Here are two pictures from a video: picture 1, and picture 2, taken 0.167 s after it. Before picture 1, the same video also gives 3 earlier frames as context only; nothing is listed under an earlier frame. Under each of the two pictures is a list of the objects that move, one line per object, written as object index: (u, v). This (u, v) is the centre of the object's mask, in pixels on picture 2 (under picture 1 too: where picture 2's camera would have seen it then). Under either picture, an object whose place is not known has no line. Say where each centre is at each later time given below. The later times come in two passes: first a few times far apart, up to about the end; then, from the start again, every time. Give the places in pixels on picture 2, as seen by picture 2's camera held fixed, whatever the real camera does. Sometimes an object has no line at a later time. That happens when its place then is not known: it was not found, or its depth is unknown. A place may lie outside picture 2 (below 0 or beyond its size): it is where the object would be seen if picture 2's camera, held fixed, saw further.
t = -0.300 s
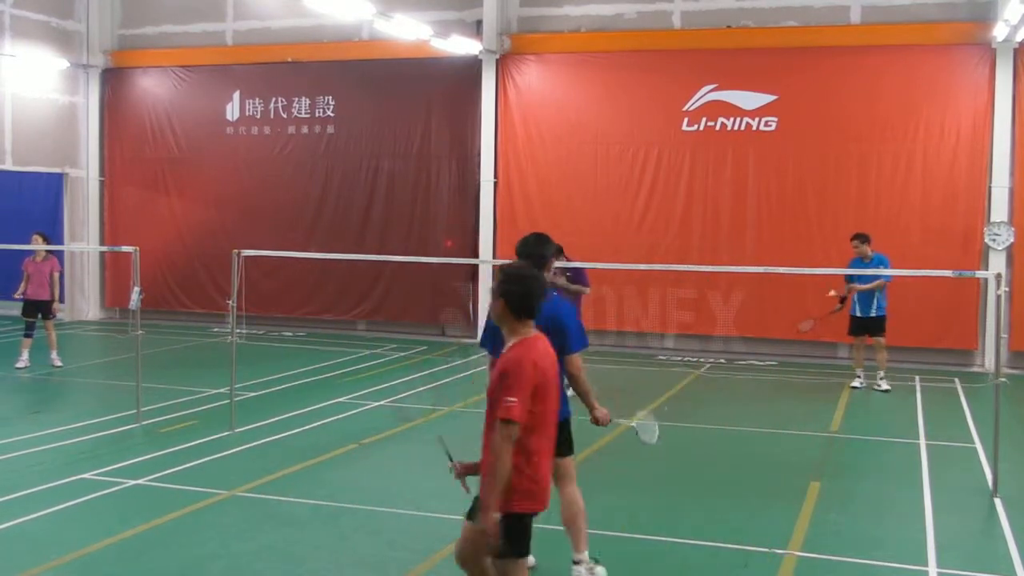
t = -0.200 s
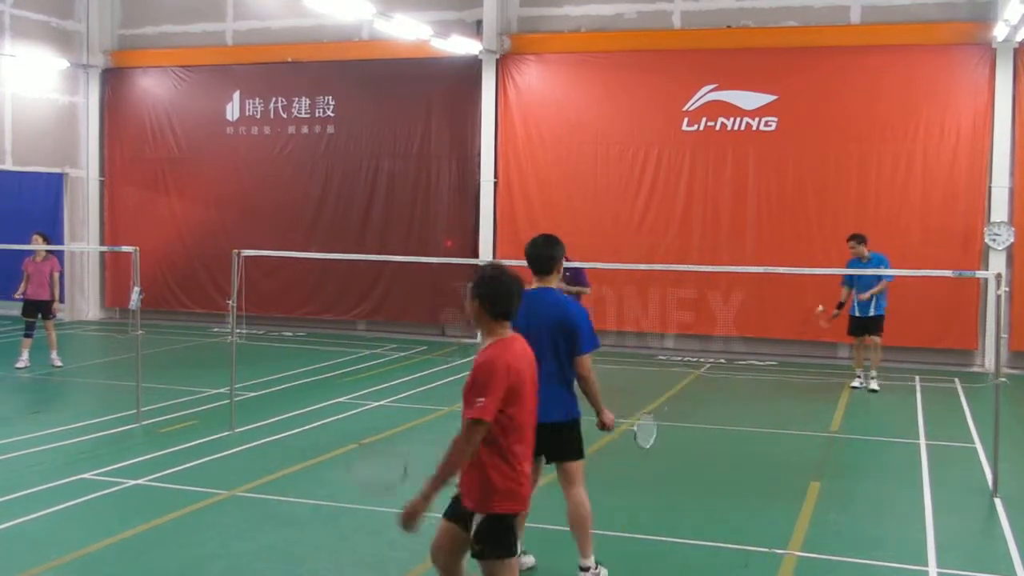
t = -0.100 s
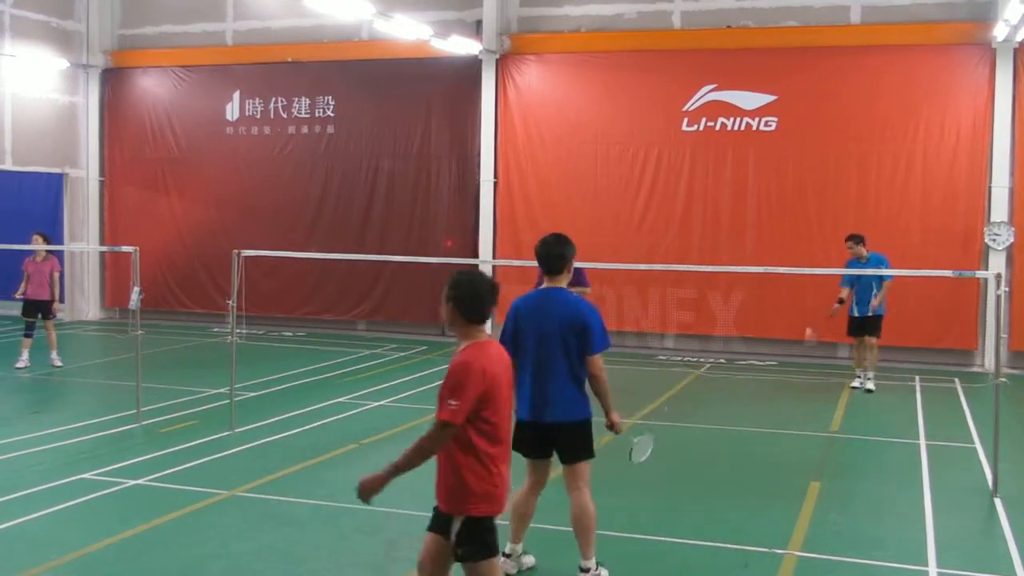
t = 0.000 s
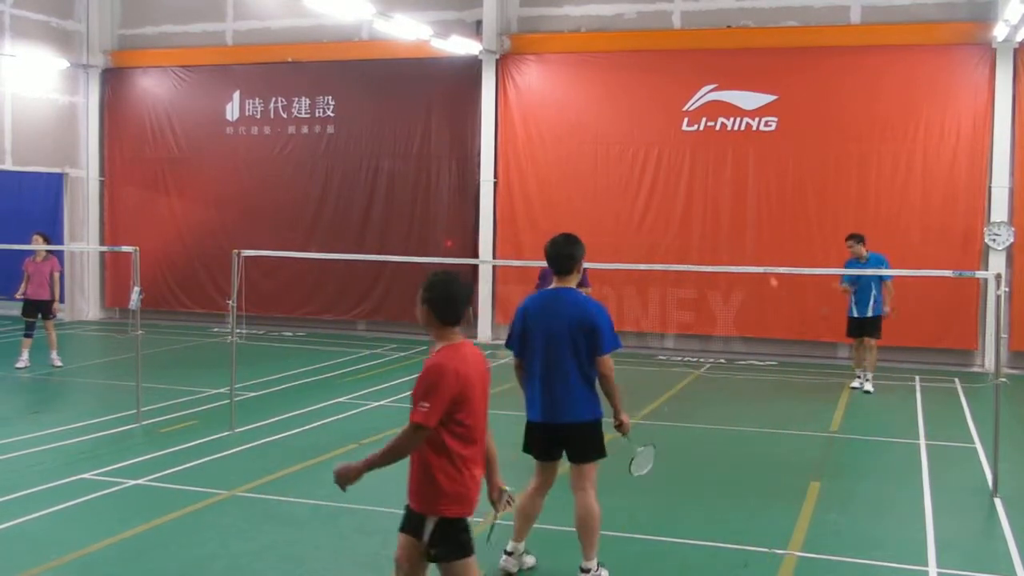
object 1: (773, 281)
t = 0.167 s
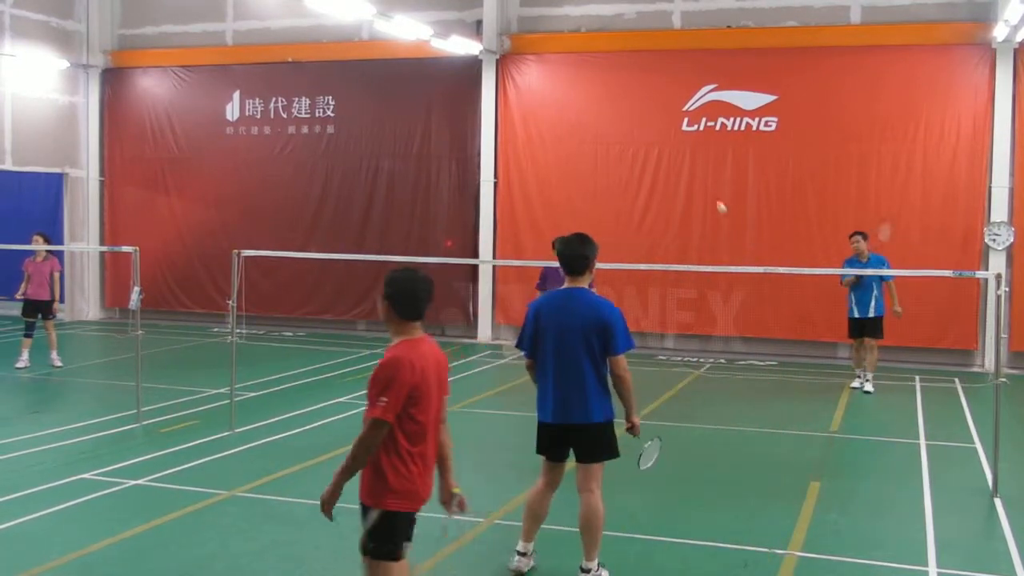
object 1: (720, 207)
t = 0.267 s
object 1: (690, 180)
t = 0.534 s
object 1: (612, 174)
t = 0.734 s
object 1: (549, 236)
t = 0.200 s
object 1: (710, 196)
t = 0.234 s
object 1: (700, 187)
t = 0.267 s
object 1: (690, 180)
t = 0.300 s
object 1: (680, 174)
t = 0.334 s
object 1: (671, 169)
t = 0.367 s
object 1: (662, 166)
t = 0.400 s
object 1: (652, 166)
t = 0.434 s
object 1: (642, 165)
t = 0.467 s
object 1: (632, 166)
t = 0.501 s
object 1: (622, 170)
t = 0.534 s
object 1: (612, 174)
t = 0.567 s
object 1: (602, 180)
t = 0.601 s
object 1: (592, 187)
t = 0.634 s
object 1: (581, 197)
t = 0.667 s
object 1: (570, 208)
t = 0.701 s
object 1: (560, 221)
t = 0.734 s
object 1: (549, 236)
